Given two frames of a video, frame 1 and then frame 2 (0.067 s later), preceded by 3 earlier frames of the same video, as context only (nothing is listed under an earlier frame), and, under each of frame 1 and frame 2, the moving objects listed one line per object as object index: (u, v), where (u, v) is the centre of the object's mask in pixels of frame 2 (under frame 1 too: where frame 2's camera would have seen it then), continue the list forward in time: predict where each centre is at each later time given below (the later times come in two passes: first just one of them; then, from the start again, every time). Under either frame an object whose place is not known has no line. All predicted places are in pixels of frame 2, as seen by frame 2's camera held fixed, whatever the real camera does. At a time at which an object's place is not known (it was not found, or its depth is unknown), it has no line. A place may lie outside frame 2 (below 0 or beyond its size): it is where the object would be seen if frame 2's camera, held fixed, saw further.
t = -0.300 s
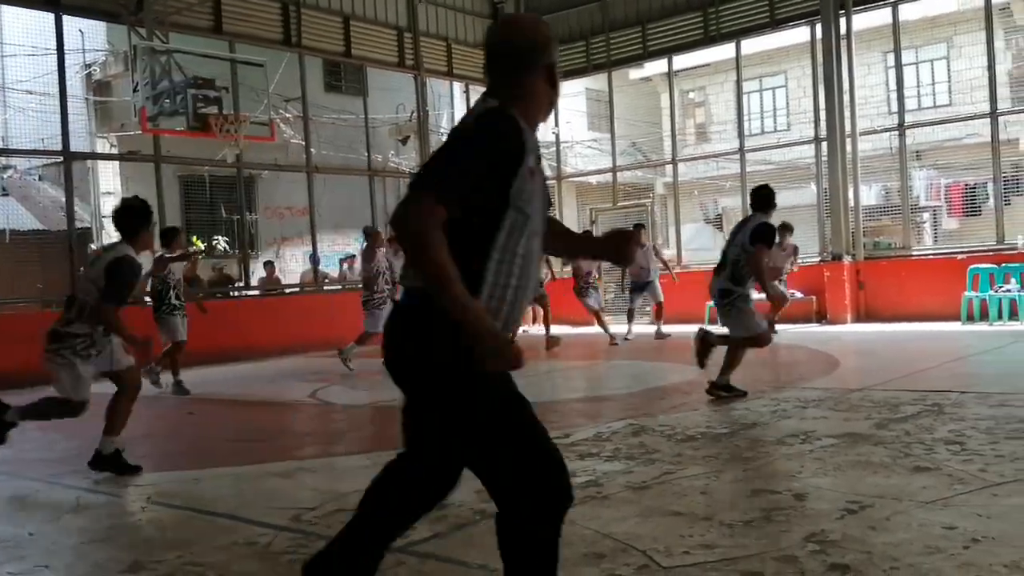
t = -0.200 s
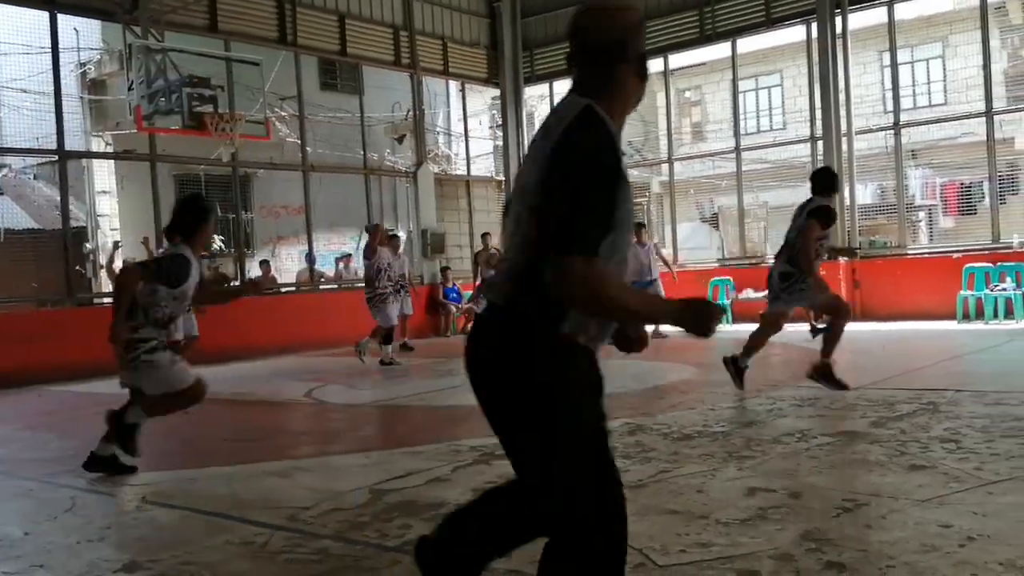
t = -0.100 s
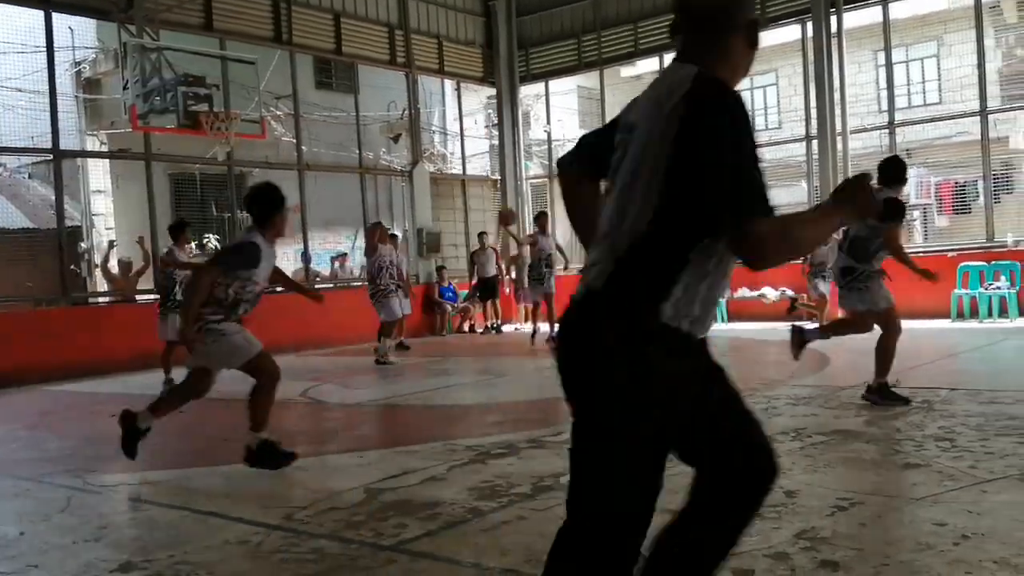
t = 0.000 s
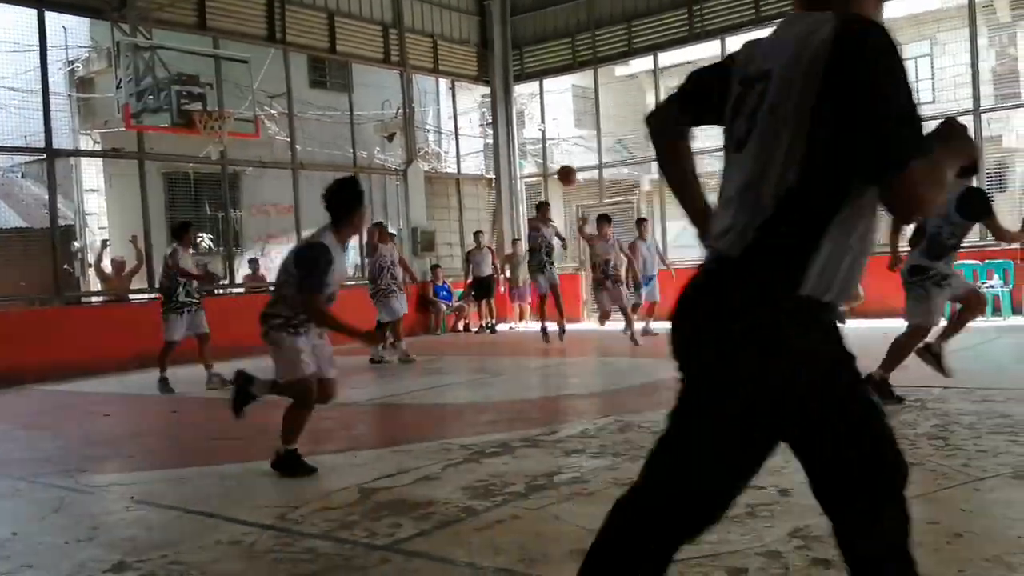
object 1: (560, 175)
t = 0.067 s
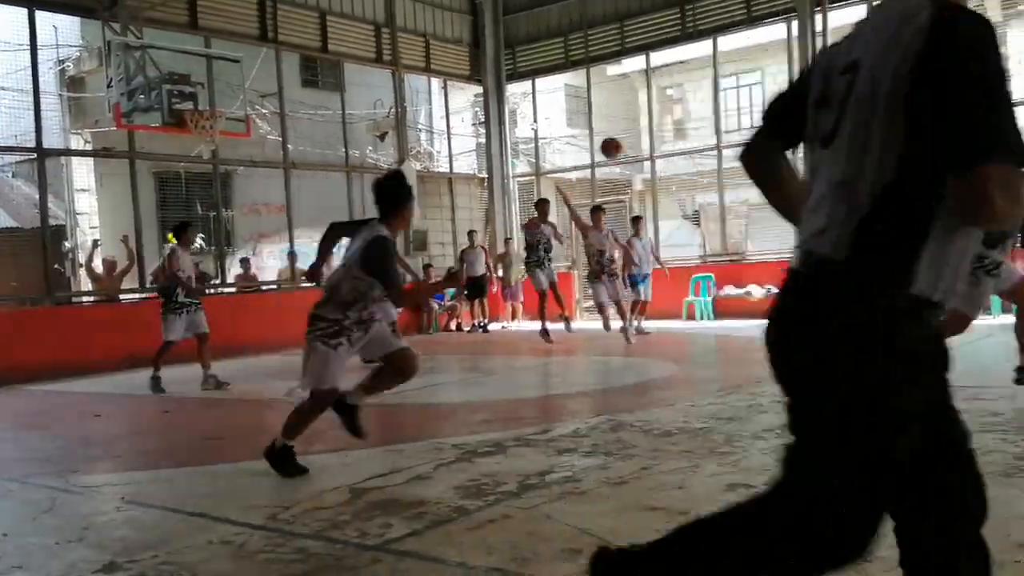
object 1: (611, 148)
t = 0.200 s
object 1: (733, 94)
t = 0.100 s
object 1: (638, 135)
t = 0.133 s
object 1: (669, 121)
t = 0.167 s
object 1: (700, 107)
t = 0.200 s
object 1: (733, 94)
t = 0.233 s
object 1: (769, 81)
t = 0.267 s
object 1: (807, 67)
